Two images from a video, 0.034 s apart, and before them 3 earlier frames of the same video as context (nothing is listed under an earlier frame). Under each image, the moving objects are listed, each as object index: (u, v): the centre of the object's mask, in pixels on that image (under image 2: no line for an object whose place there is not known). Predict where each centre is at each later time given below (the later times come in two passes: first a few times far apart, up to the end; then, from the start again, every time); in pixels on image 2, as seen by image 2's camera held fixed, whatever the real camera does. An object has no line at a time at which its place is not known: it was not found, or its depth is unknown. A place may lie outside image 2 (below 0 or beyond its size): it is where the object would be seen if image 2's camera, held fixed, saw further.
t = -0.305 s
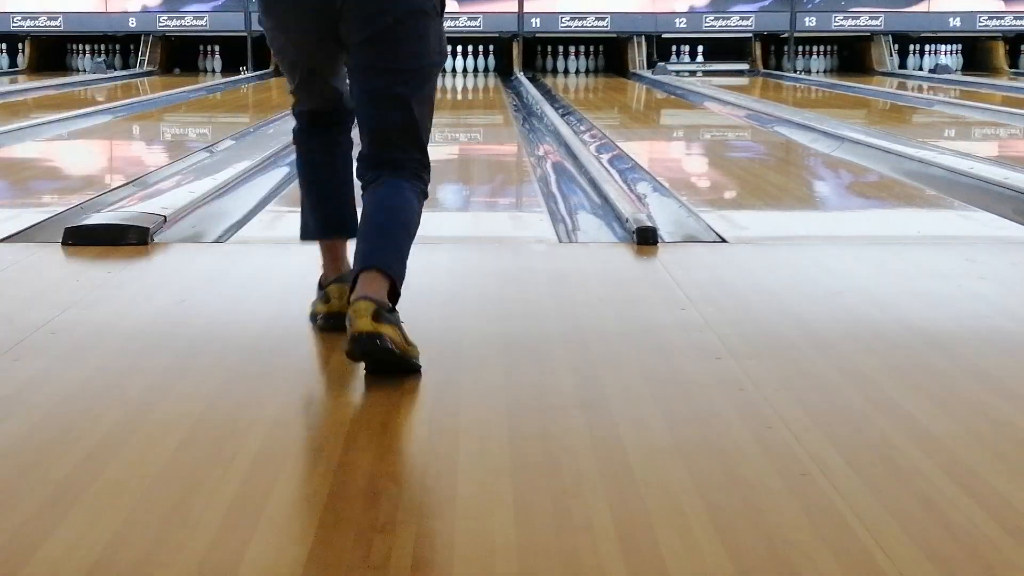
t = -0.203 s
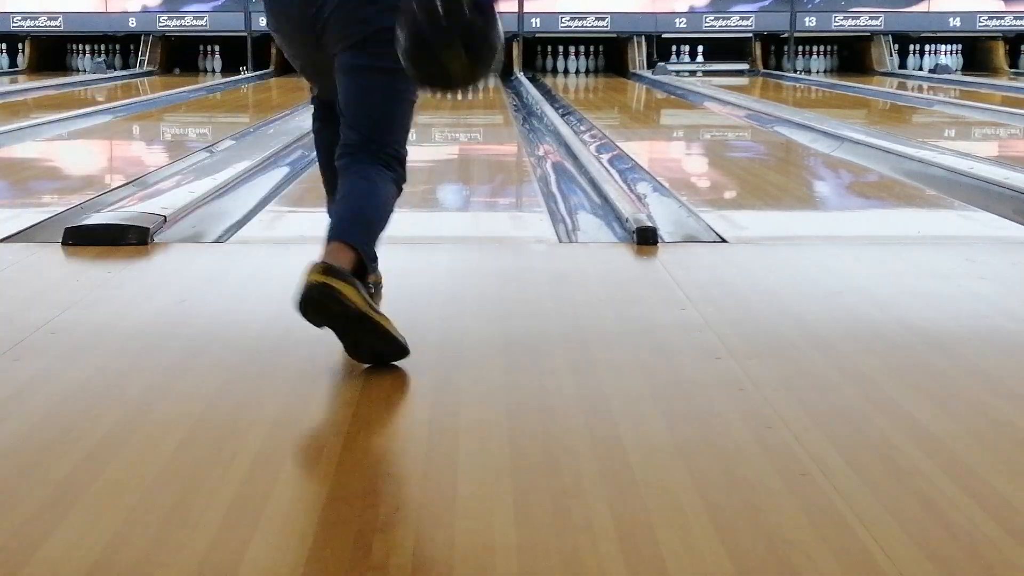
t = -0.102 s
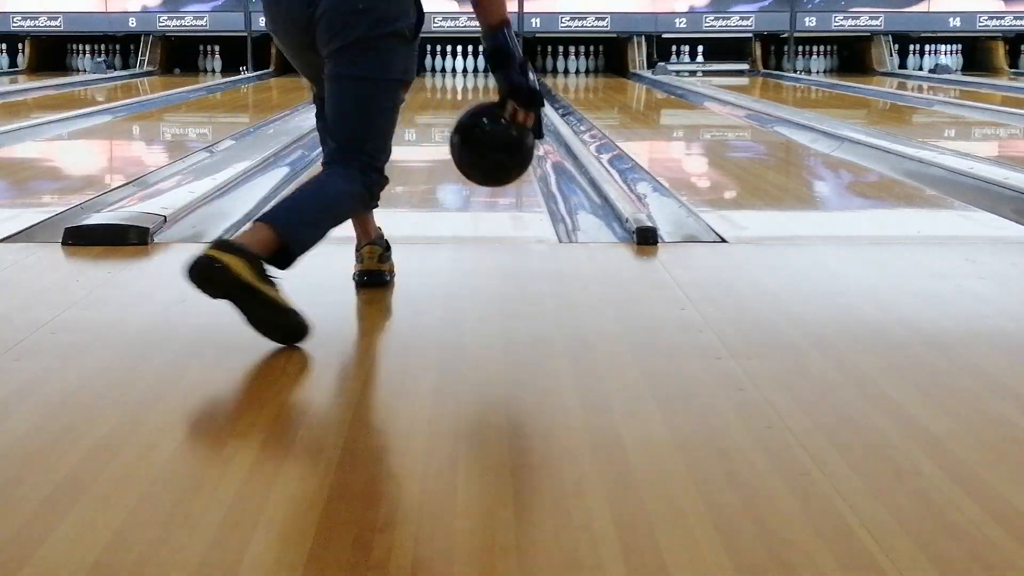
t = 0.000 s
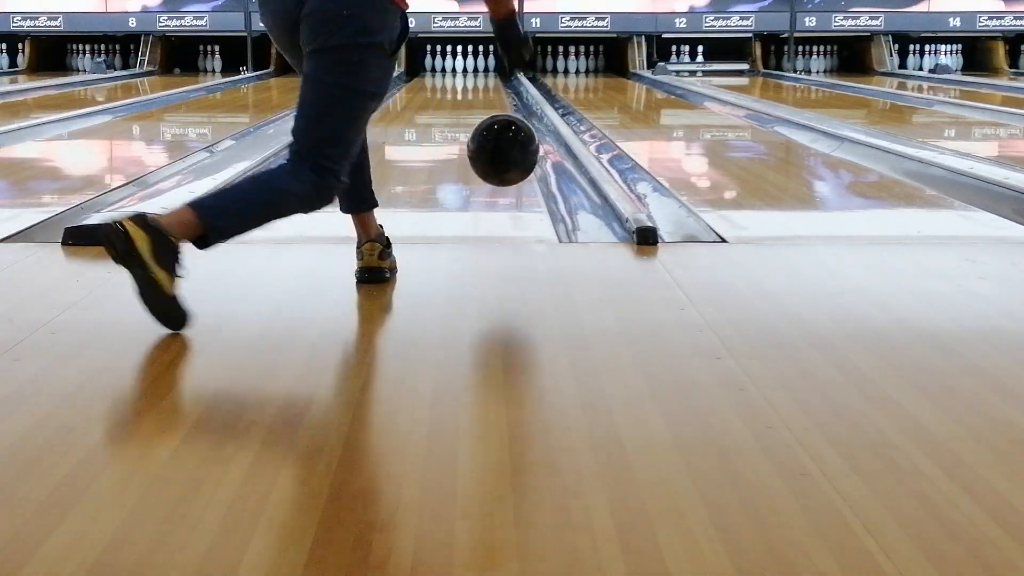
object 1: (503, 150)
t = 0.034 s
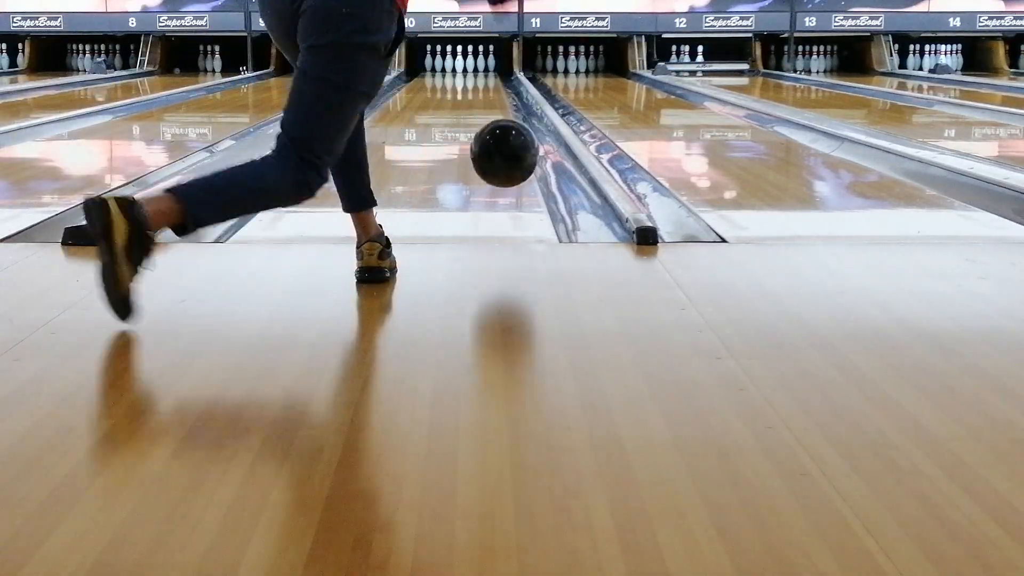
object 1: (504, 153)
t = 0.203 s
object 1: (509, 167)
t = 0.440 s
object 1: (513, 140)
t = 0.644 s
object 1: (514, 121)
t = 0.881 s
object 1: (513, 107)
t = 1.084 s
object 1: (510, 97)
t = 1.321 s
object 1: (505, 90)
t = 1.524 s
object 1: (499, 84)
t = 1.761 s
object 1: (492, 79)
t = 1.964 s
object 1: (485, 75)
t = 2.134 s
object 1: (478, 73)
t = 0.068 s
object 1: (506, 159)
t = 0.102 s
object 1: (507, 168)
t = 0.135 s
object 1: (507, 179)
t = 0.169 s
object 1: (508, 176)
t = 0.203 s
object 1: (509, 167)
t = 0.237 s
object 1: (510, 162)
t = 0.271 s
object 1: (510, 159)
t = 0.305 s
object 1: (511, 156)
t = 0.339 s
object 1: (512, 151)
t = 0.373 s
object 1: (512, 148)
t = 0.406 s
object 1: (513, 144)
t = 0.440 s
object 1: (513, 140)
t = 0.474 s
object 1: (513, 137)
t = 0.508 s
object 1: (513, 133)
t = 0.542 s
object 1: (514, 130)
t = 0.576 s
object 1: (514, 127)
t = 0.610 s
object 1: (514, 124)
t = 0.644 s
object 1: (514, 121)
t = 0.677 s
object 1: (514, 119)
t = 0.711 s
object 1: (514, 117)
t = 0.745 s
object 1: (513, 115)
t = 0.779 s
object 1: (514, 113)
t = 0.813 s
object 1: (514, 111)
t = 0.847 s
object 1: (513, 109)
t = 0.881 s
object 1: (513, 107)
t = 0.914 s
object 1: (513, 105)
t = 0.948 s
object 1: (512, 103)
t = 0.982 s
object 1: (512, 102)
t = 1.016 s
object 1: (511, 100)
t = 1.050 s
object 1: (511, 99)
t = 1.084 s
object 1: (510, 97)
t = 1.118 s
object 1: (509, 96)
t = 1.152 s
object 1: (509, 95)
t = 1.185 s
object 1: (508, 94)
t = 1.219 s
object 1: (507, 93)
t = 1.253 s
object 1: (507, 91)
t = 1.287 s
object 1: (506, 90)
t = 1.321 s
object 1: (505, 90)
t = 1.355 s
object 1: (504, 88)
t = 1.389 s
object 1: (503, 87)
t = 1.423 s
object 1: (502, 87)
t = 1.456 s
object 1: (501, 86)
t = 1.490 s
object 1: (500, 85)
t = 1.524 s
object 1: (499, 84)
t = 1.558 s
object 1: (498, 83)
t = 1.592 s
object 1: (497, 82)
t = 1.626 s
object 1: (496, 82)
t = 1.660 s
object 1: (495, 81)
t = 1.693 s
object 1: (495, 80)
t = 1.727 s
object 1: (493, 80)
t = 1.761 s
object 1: (492, 79)
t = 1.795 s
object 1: (491, 79)
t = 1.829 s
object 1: (489, 78)
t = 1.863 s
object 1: (488, 77)
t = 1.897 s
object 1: (487, 77)
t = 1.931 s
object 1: (486, 76)
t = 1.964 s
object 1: (485, 75)
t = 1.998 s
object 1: (484, 75)
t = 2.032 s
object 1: (482, 75)
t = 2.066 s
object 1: (481, 75)
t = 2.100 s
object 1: (479, 74)
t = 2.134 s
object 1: (478, 73)
